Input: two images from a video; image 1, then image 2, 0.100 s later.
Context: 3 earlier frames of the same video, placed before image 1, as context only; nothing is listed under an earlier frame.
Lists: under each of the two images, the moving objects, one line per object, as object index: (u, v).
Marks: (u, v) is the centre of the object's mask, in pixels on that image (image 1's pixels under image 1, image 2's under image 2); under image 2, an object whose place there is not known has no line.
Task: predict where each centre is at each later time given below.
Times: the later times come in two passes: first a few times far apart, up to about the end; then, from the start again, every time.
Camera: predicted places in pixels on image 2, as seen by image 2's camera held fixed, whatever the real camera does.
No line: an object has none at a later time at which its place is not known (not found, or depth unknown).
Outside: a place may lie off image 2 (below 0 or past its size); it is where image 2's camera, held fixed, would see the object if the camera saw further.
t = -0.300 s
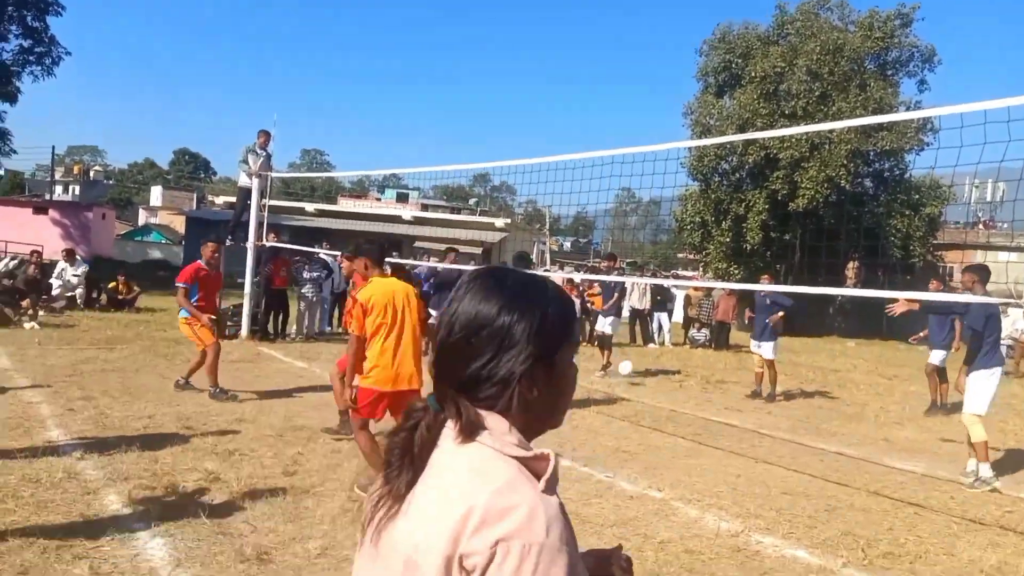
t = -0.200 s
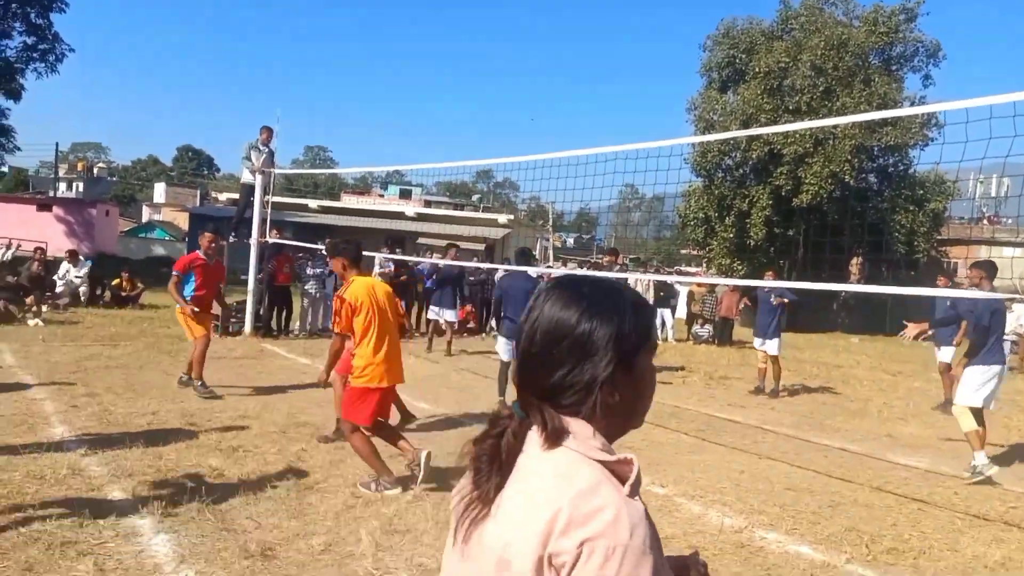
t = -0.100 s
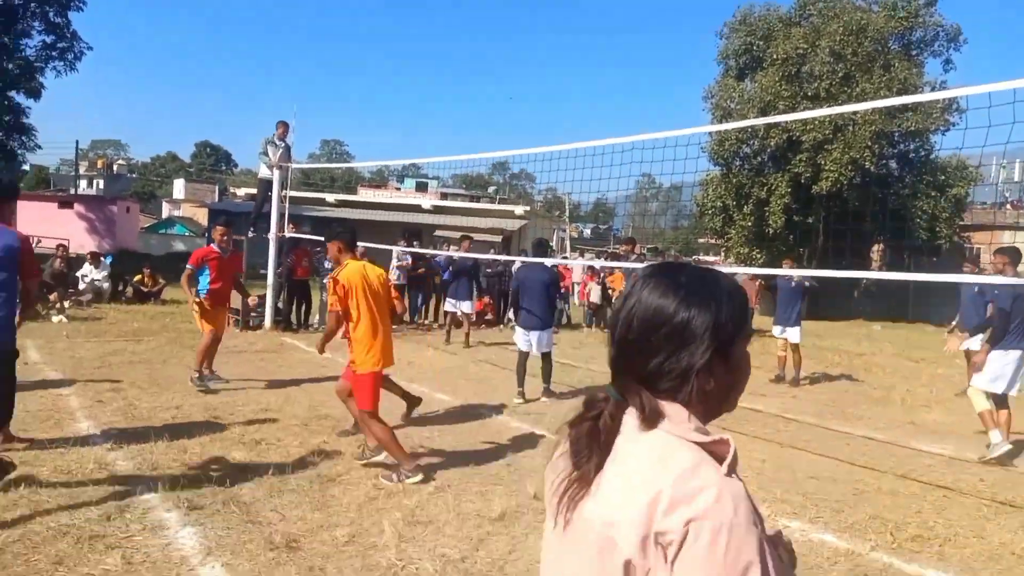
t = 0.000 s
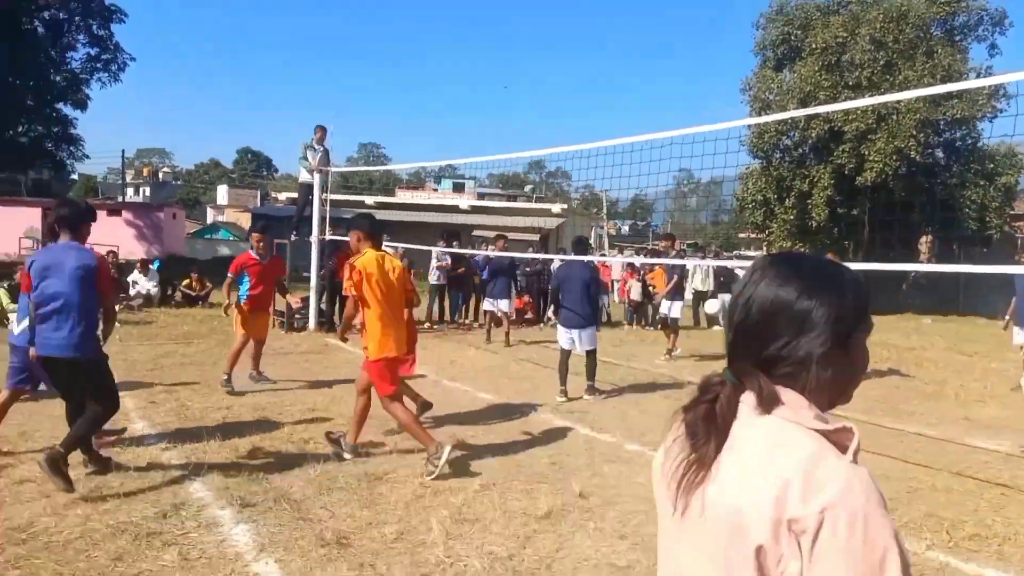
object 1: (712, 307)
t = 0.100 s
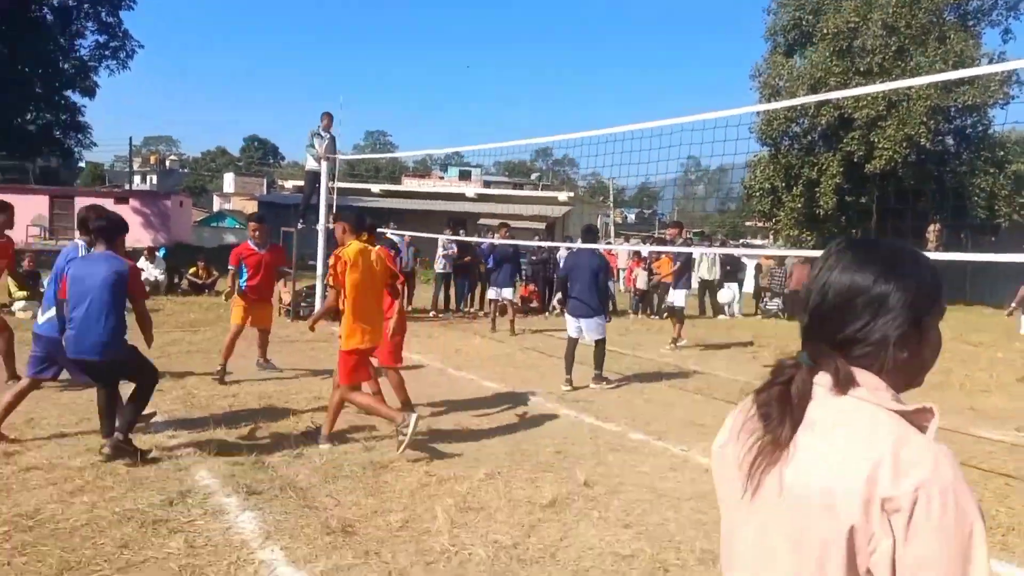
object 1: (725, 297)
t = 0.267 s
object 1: (739, 315)
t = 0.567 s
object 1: (765, 353)
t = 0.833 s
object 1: (808, 335)
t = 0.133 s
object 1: (729, 297)
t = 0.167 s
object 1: (731, 303)
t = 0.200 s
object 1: (733, 304)
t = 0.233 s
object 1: (735, 309)
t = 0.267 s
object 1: (739, 315)
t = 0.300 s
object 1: (740, 323)
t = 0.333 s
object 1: (742, 331)
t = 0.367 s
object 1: (744, 341)
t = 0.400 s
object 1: (745, 351)
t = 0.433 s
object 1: (747, 363)
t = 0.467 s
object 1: (749, 375)
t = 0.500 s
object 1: (754, 367)
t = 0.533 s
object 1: (760, 359)
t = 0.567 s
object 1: (765, 353)
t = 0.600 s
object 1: (770, 347)
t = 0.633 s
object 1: (776, 342)
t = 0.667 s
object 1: (780, 338)
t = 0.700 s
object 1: (786, 335)
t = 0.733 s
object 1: (791, 333)
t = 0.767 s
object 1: (797, 333)
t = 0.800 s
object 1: (803, 333)
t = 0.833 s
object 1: (808, 335)
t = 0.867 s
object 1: (814, 337)
